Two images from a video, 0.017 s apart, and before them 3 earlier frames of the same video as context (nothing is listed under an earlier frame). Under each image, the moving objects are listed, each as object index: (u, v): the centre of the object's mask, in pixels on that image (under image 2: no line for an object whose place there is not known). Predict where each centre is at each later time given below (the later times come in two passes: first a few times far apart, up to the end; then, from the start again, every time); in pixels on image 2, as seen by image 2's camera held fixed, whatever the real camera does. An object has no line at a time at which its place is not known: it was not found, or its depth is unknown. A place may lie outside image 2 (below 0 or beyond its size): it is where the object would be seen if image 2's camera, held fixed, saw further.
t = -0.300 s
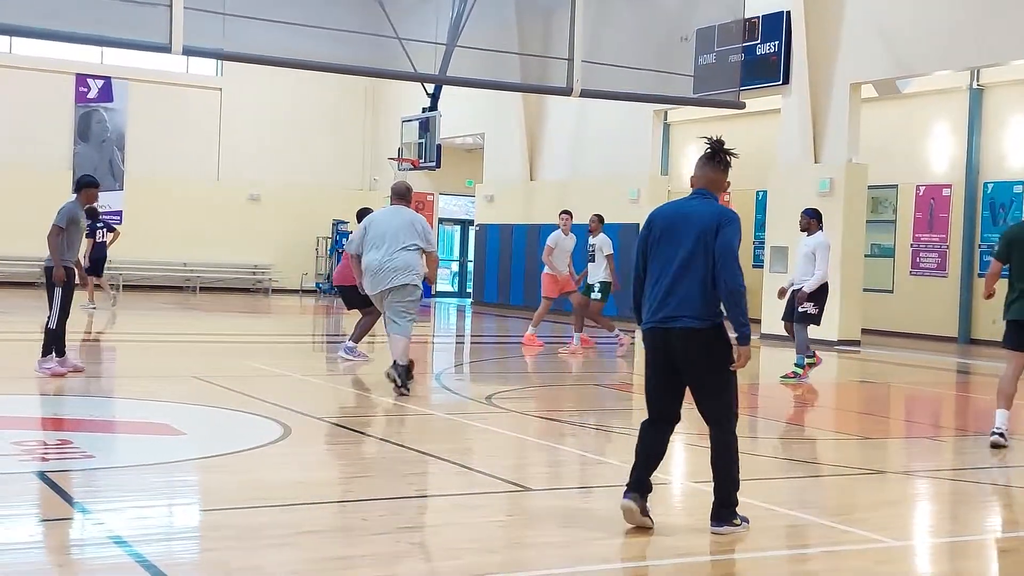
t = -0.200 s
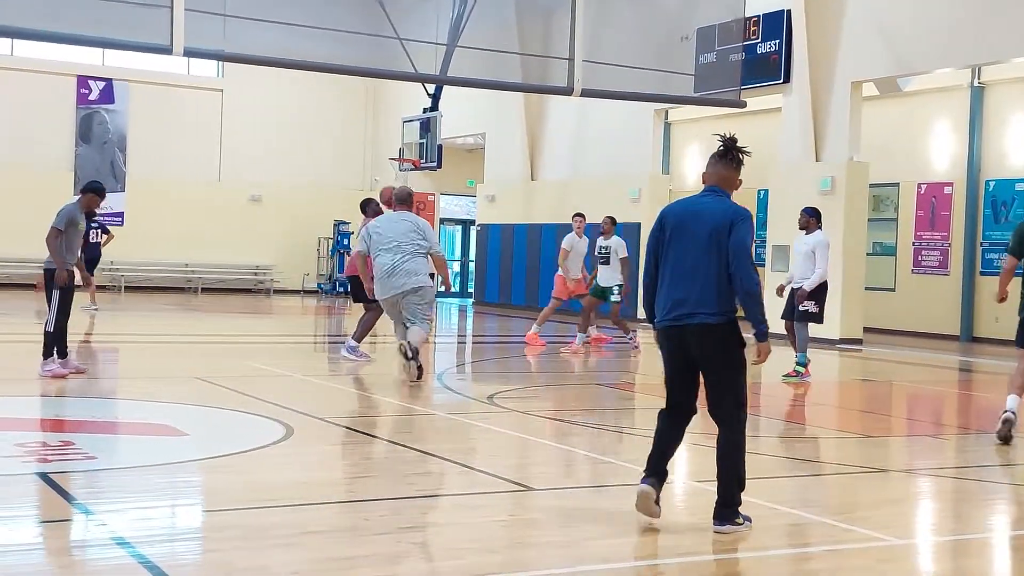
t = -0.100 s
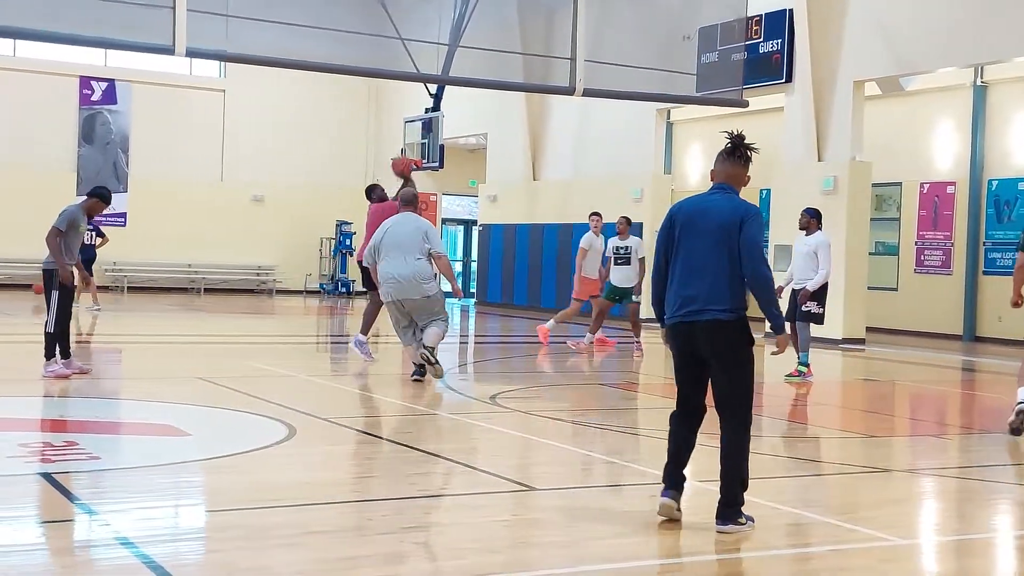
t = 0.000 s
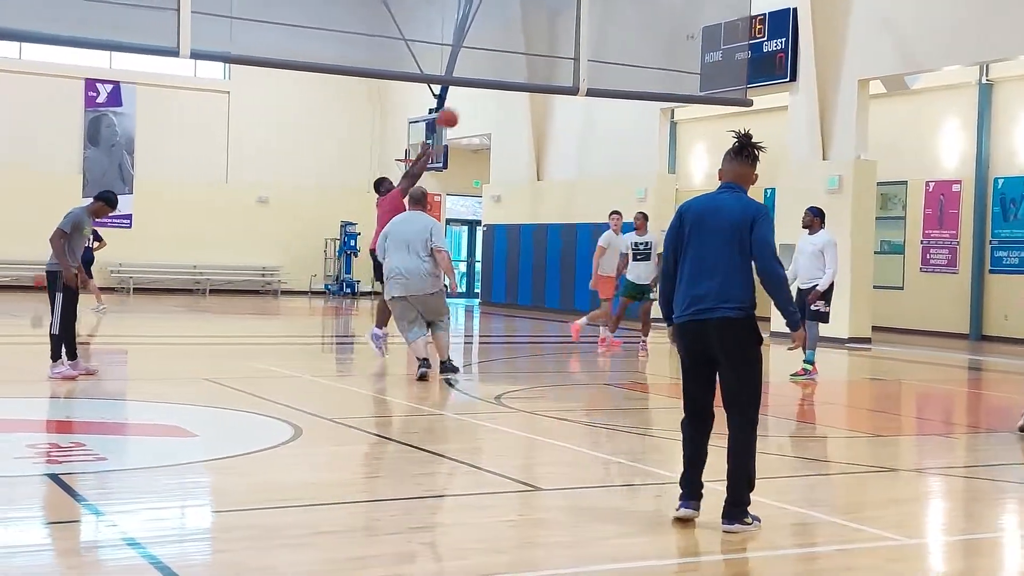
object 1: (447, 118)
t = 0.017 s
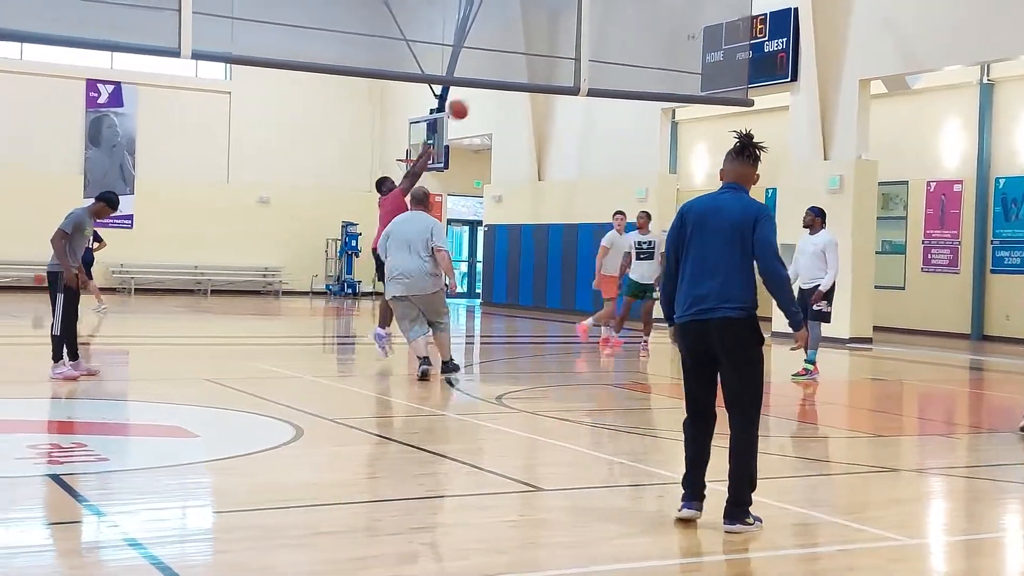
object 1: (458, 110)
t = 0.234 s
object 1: (578, 19)
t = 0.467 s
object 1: (706, -33)
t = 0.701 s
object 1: (836, -37)
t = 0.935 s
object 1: (971, 14)
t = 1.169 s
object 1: (1010, 75)
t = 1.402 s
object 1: (890, 107)
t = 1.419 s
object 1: (882, 111)
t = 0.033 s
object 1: (466, 101)
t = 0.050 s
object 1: (475, 93)
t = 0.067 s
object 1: (483, 85)
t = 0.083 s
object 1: (493, 77)
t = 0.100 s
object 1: (502, 70)
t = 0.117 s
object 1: (511, 63)
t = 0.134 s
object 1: (521, 56)
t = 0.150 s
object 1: (530, 49)
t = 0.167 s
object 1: (539, 42)
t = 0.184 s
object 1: (549, 36)
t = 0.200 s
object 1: (558, 30)
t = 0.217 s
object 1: (569, 24)
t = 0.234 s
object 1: (578, 19)
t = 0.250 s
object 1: (587, 13)
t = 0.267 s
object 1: (597, 8)
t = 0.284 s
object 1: (606, 4)
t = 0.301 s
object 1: (615, -1)
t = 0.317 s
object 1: (624, -5)
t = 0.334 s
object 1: (633, -9)
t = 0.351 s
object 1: (642, -13)
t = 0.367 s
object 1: (651, -16)
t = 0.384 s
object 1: (660, -19)
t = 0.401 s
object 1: (669, -22)
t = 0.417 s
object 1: (678, -25)
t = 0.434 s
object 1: (687, -28)
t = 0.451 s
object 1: (696, -30)
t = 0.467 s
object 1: (706, -33)
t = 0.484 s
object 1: (716, -35)
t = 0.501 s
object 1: (725, -37)
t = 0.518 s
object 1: (734, -38)
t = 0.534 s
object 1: (743, -39)
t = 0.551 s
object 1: (753, -40)
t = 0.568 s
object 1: (761, -41)
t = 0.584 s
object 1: (770, -41)
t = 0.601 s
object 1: (780, -42)
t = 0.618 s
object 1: (789, -42)
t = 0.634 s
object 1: (798, -41)
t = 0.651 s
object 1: (808, -41)
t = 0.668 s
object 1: (817, -39)
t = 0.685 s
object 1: (827, -38)
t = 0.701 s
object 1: (836, -37)
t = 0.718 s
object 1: (846, -35)
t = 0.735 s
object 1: (855, -33)
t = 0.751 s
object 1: (865, -30)
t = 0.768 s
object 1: (875, -28)
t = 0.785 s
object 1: (885, -25)
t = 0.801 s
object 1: (894, -21)
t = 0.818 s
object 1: (904, -18)
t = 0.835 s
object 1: (913, -14)
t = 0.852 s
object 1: (923, -11)
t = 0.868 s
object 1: (933, -6)
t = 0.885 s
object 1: (942, -2)
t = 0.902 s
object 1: (952, 3)
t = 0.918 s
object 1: (962, 9)
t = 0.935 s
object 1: (971, 14)
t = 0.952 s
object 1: (981, 20)
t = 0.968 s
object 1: (991, 26)
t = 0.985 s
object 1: (1001, 32)
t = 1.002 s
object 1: (1010, 39)
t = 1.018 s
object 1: (1020, 46)
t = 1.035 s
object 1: (1029, 53)
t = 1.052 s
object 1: (1039, 61)
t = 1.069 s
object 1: (1049, 68)
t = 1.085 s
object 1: (1056, 75)
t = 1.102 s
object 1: (1047, 75)
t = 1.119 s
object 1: (1039, 75)
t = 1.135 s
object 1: (1029, 74)
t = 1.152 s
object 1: (1020, 74)
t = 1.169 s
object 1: (1010, 75)
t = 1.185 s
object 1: (1002, 75)
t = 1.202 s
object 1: (993, 76)
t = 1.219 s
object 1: (985, 78)
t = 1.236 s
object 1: (975, 79)
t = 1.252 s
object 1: (966, 80)
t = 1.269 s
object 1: (958, 82)
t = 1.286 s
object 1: (949, 84)
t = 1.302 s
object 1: (940, 87)
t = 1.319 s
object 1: (932, 90)
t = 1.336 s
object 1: (924, 92)
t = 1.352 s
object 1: (916, 96)
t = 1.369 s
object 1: (907, 99)
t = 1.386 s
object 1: (899, 103)
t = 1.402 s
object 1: (890, 107)
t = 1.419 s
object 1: (882, 111)
